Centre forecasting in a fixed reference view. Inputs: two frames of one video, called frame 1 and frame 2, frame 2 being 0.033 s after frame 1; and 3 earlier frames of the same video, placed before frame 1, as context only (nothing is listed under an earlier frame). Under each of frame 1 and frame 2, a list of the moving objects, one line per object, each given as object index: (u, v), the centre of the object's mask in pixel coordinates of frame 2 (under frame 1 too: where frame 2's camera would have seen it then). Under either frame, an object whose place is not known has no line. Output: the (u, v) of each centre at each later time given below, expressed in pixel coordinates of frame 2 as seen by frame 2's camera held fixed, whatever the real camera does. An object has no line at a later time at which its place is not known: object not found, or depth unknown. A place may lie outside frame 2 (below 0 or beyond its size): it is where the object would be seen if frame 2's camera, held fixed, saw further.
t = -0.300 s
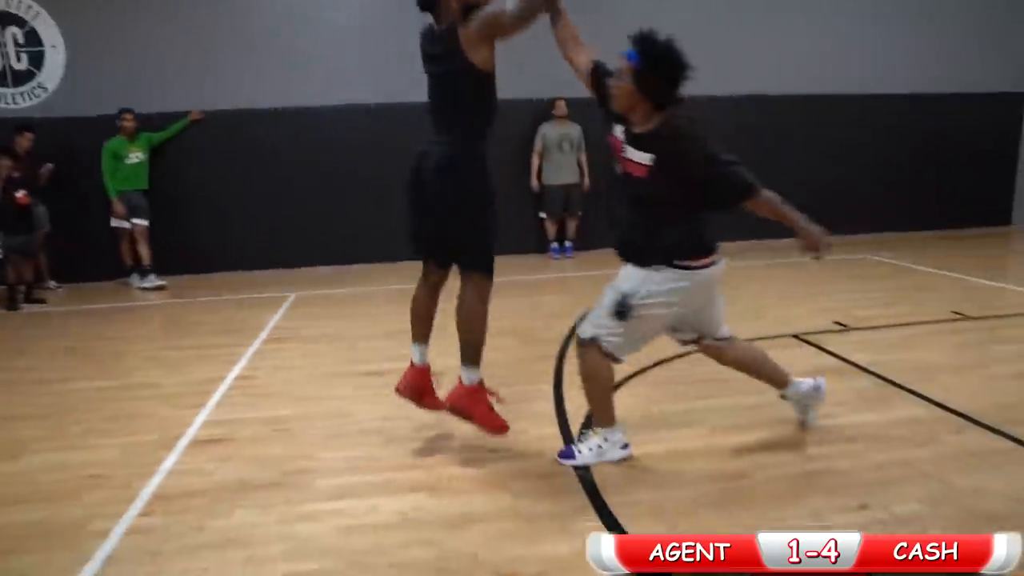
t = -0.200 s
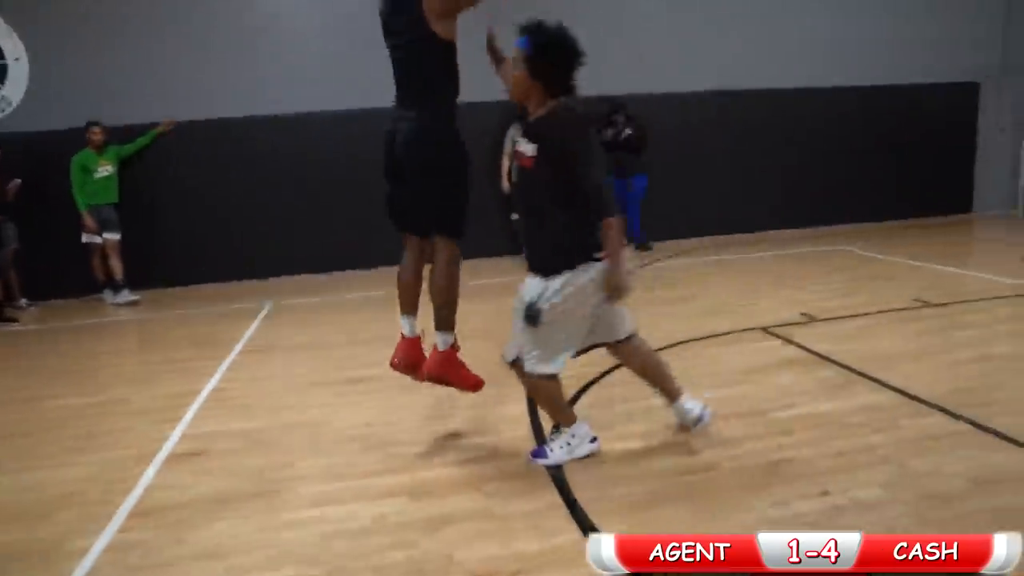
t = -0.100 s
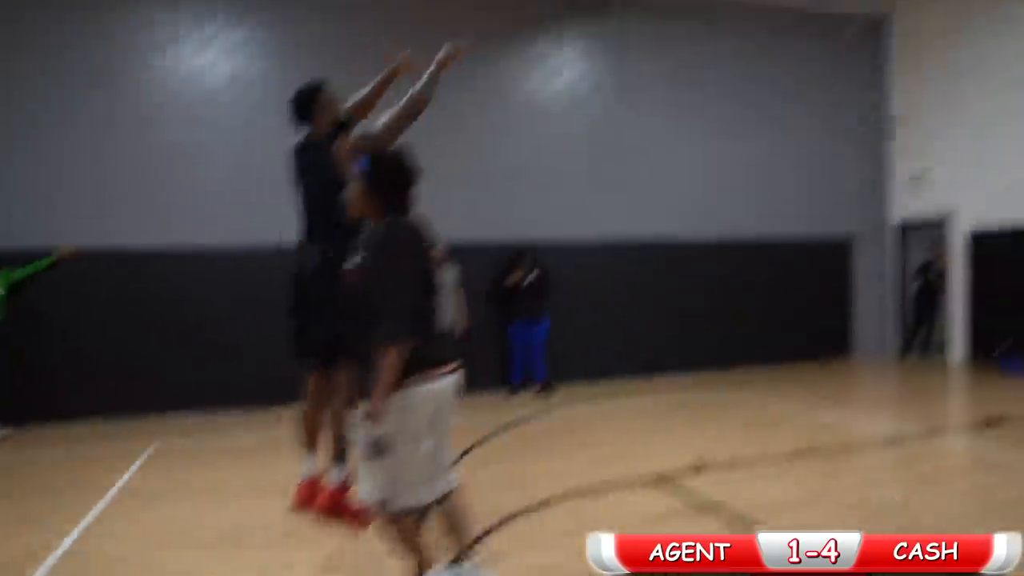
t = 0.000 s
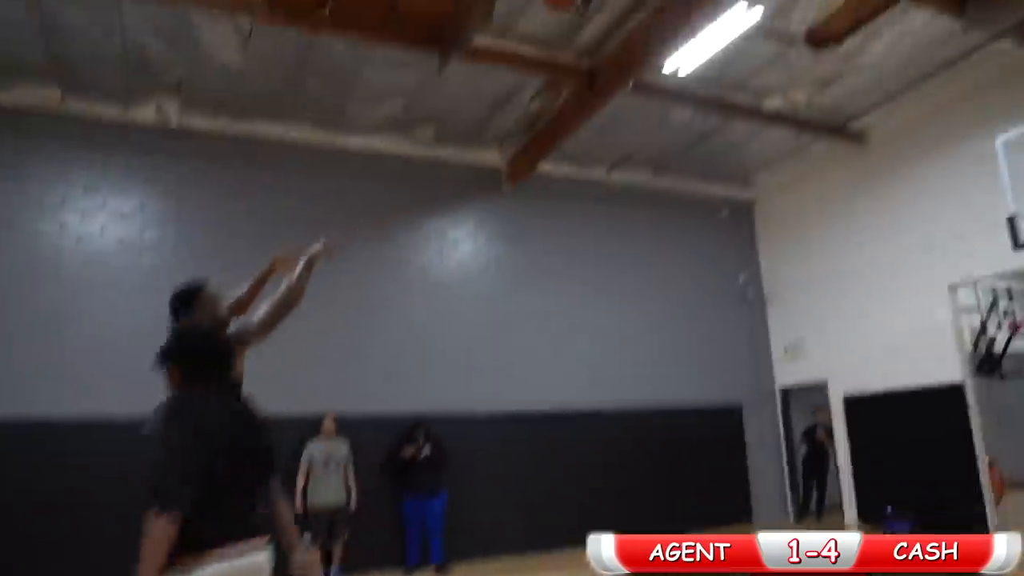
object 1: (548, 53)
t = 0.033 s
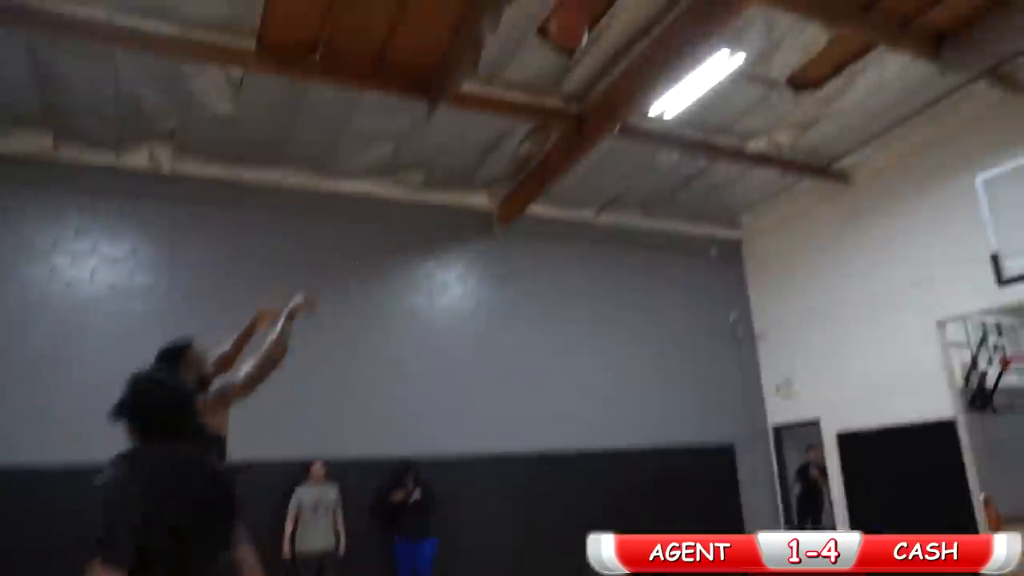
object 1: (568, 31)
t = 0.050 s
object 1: (578, 25)
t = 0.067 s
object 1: (589, 23)
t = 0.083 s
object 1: (600, 19)
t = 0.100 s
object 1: (609, 16)
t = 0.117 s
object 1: (620, 13)
